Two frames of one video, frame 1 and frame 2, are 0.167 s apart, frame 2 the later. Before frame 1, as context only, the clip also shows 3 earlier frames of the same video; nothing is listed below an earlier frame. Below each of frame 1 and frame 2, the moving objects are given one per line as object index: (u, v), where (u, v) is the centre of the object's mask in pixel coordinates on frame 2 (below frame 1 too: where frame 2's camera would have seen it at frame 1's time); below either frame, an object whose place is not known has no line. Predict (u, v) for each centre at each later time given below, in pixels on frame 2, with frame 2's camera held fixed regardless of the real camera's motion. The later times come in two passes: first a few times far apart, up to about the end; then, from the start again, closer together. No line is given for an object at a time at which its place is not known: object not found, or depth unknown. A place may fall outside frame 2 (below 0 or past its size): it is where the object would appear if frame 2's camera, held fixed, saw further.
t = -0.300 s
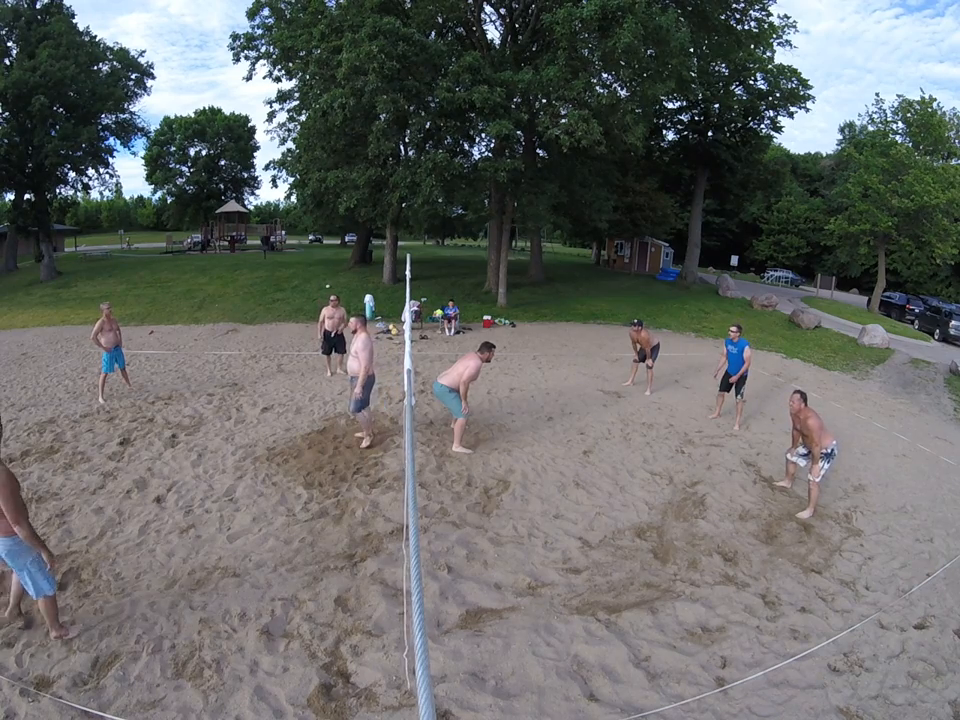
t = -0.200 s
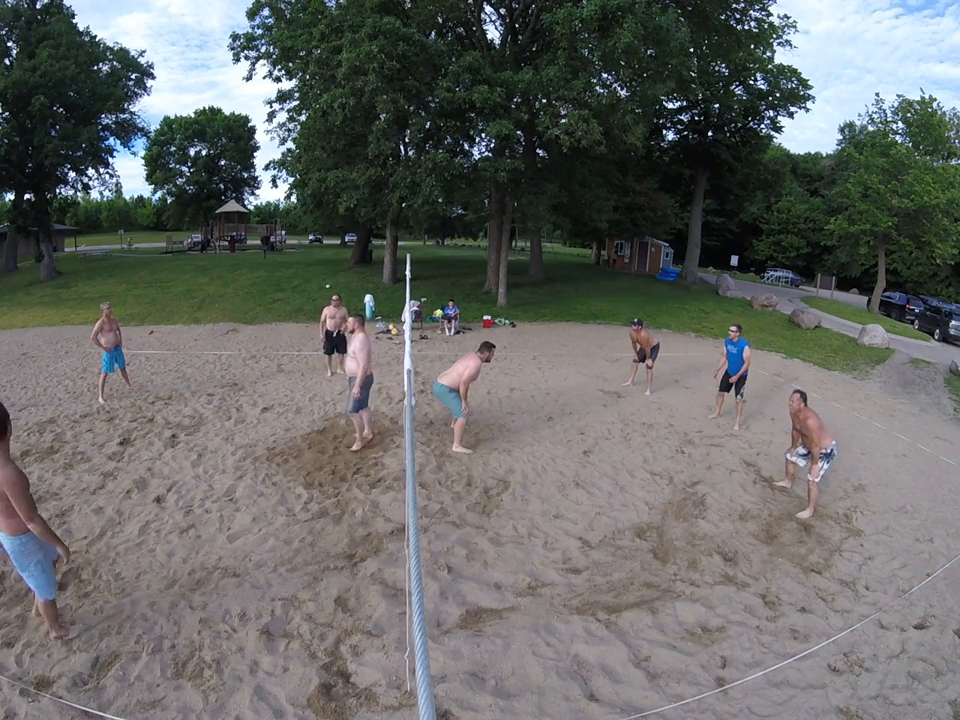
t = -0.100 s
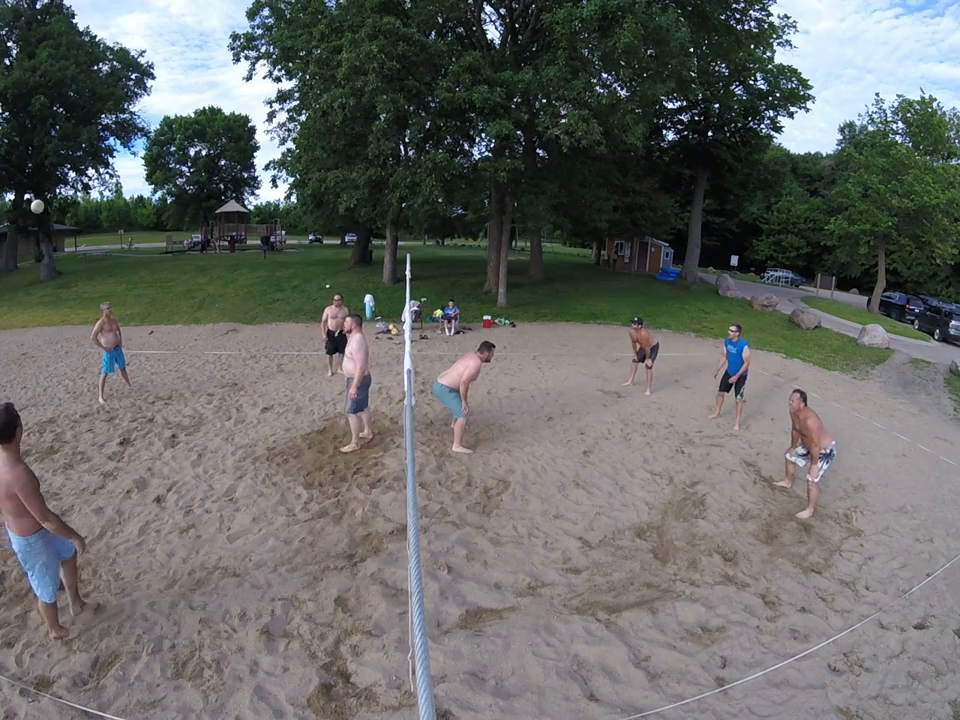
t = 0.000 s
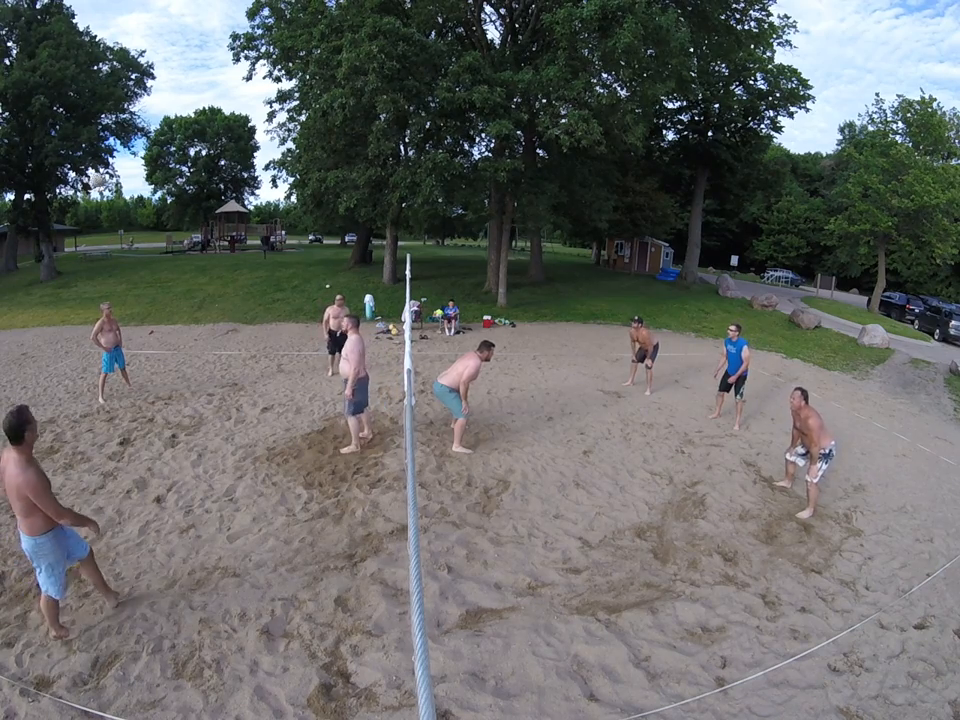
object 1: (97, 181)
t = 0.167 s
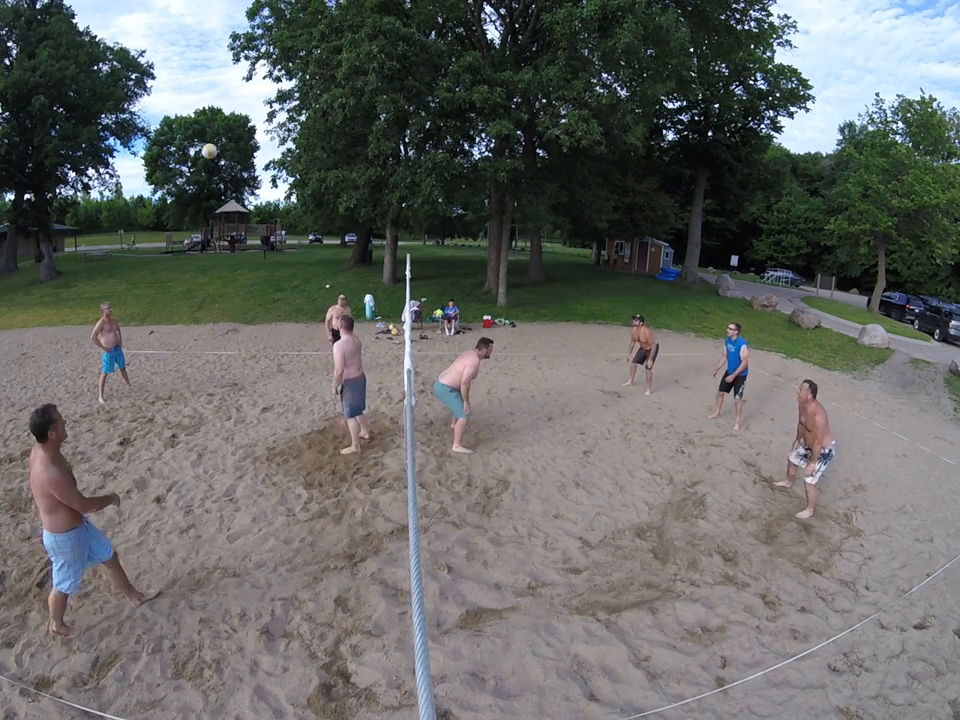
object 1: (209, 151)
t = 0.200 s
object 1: (233, 148)
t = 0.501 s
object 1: (442, 172)
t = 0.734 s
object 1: (571, 235)
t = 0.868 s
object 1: (627, 277)
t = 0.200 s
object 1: (233, 148)
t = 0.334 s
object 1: (329, 148)
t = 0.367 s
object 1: (353, 151)
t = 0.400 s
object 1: (376, 155)
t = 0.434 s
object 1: (399, 160)
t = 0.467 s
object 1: (421, 165)
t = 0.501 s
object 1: (442, 172)
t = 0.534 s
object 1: (463, 180)
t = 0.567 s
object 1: (483, 188)
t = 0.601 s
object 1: (502, 196)
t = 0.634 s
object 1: (521, 205)
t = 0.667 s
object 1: (539, 214)
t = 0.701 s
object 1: (555, 224)
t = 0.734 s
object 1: (571, 235)
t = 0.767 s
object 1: (587, 245)
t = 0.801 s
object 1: (601, 256)
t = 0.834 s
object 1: (614, 266)
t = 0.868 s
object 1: (627, 277)
